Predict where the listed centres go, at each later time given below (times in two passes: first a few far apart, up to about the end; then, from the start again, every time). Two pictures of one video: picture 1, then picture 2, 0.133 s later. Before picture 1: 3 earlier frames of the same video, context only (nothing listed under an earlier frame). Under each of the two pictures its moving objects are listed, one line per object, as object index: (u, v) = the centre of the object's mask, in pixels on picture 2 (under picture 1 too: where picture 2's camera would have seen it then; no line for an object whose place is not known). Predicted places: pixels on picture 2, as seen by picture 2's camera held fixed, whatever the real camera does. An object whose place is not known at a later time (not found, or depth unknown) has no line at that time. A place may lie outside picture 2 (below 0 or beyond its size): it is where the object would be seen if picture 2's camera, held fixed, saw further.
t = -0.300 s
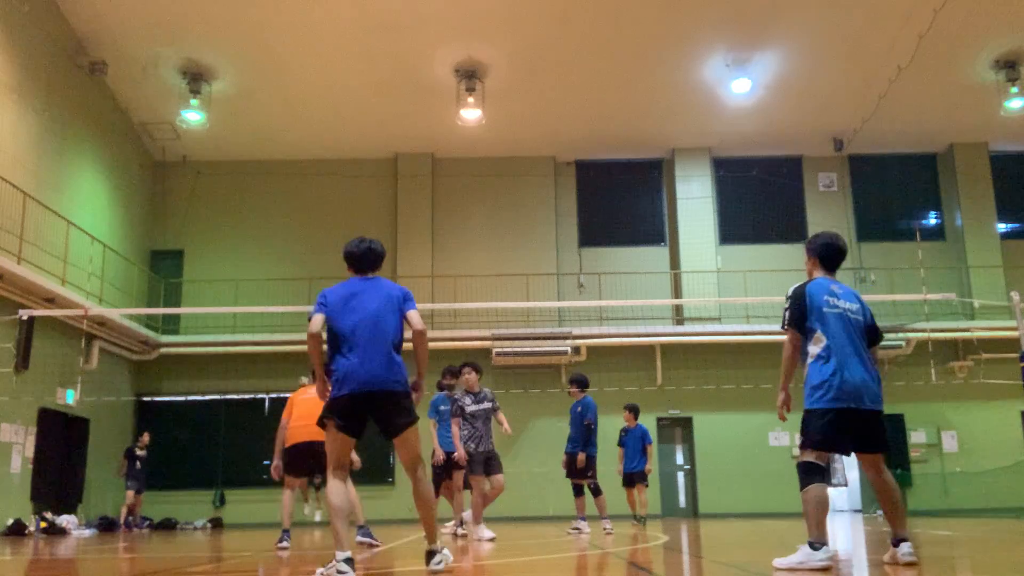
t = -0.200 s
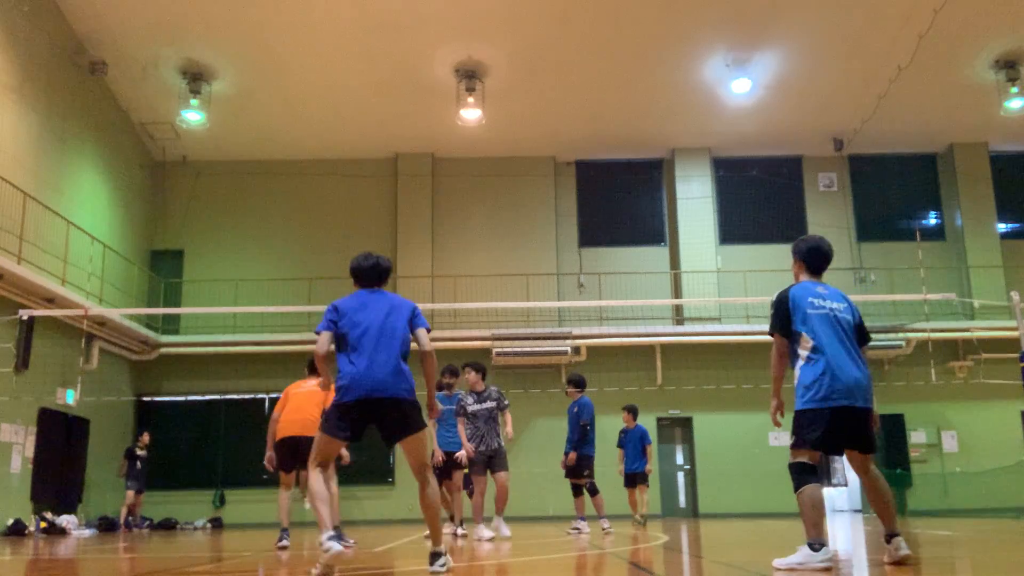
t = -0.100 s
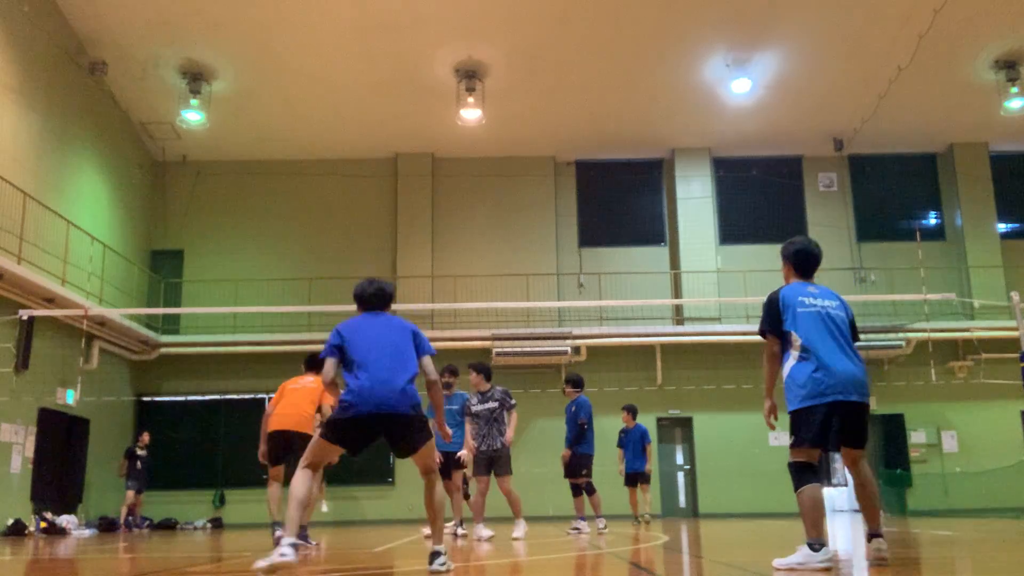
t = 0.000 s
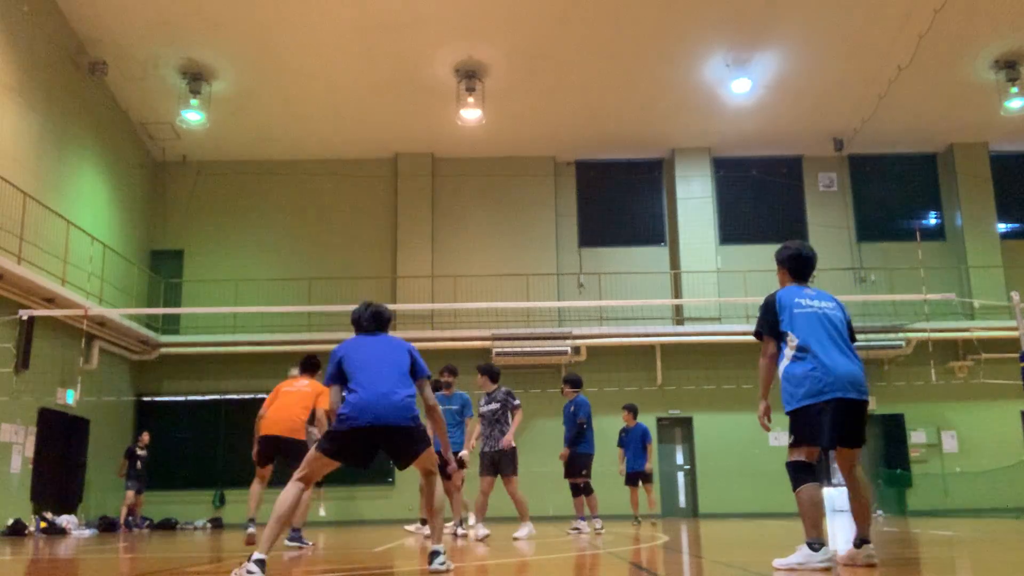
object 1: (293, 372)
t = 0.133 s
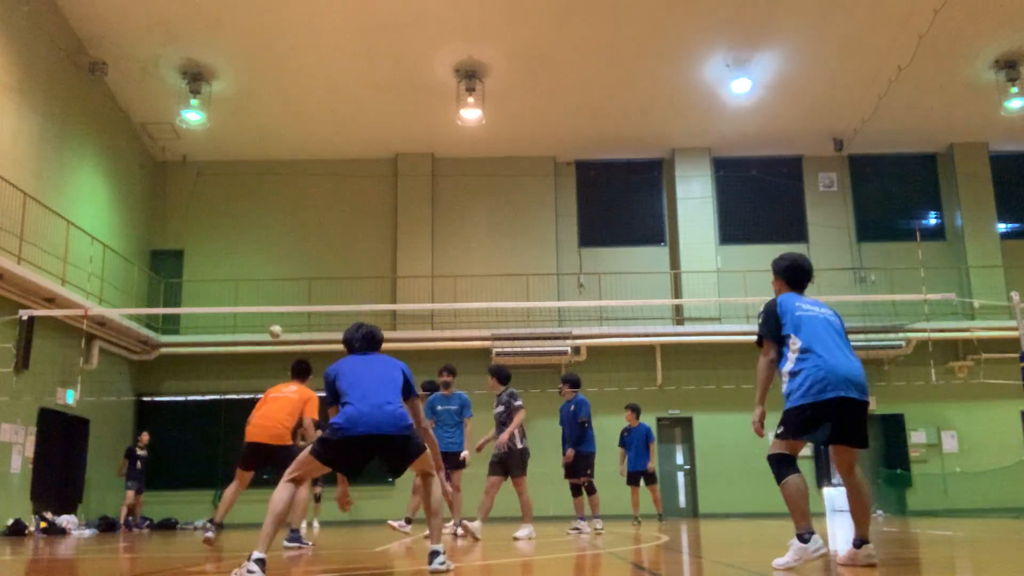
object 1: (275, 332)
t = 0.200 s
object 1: (266, 312)
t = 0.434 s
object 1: (221, 249)
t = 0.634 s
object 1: (154, 213)
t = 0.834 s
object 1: (55, 214)
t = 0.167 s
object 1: (271, 321)
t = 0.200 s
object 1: (266, 312)
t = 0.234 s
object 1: (261, 301)
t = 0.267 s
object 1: (256, 293)
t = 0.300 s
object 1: (250, 283)
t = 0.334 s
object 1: (244, 274)
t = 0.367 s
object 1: (237, 266)
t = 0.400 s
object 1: (229, 257)
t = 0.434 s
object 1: (221, 249)
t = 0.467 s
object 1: (212, 241)
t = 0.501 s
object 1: (202, 234)
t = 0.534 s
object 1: (190, 228)
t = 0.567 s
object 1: (179, 223)
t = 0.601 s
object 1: (167, 217)
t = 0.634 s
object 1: (154, 213)
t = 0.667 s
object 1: (142, 210)
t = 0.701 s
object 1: (126, 209)
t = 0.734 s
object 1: (111, 209)
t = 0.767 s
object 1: (94, 209)
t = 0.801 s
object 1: (74, 211)
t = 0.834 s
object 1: (55, 214)
